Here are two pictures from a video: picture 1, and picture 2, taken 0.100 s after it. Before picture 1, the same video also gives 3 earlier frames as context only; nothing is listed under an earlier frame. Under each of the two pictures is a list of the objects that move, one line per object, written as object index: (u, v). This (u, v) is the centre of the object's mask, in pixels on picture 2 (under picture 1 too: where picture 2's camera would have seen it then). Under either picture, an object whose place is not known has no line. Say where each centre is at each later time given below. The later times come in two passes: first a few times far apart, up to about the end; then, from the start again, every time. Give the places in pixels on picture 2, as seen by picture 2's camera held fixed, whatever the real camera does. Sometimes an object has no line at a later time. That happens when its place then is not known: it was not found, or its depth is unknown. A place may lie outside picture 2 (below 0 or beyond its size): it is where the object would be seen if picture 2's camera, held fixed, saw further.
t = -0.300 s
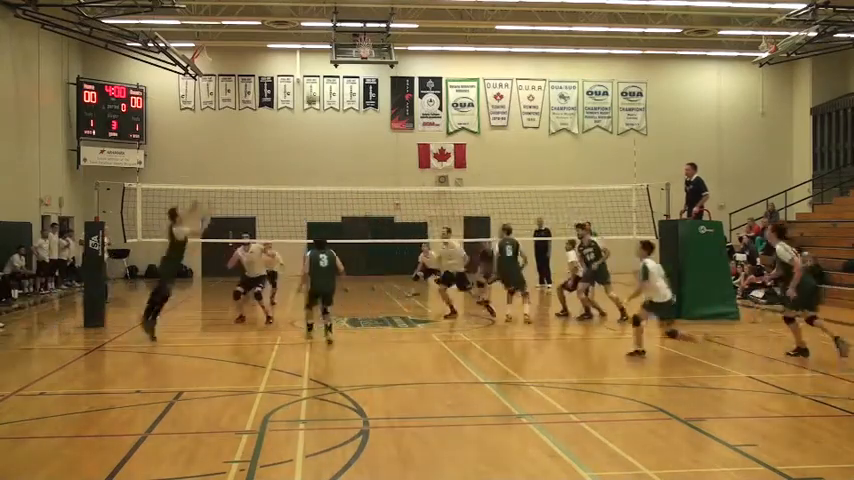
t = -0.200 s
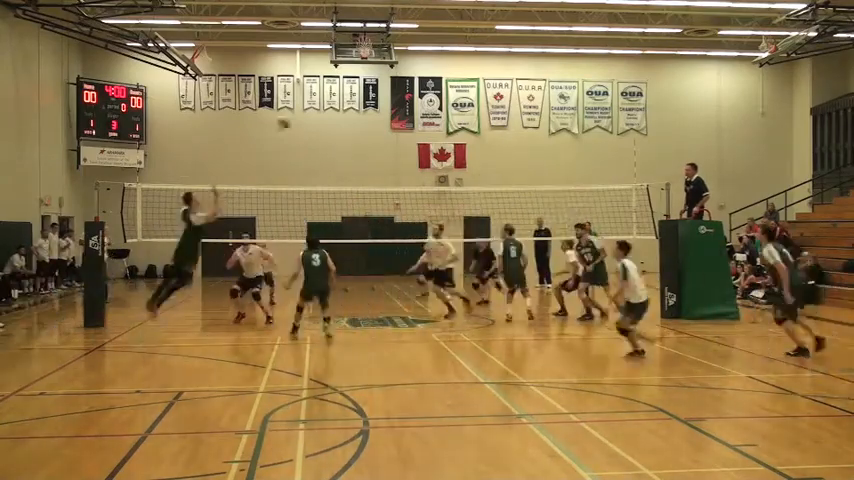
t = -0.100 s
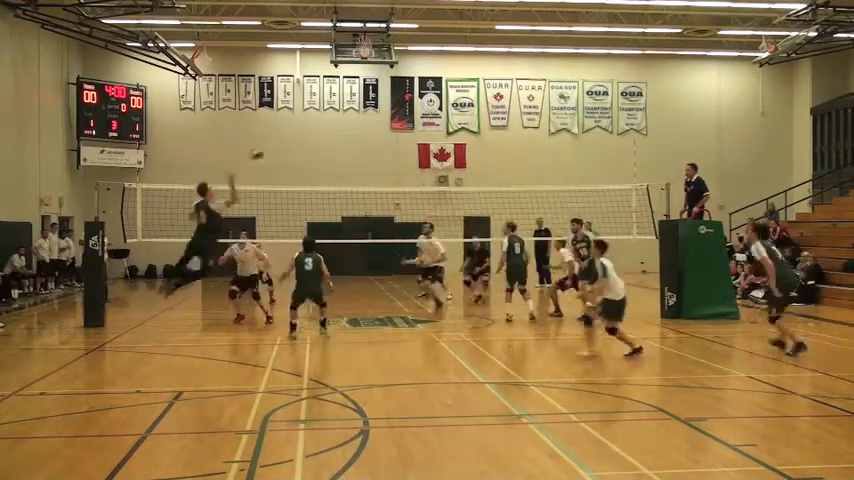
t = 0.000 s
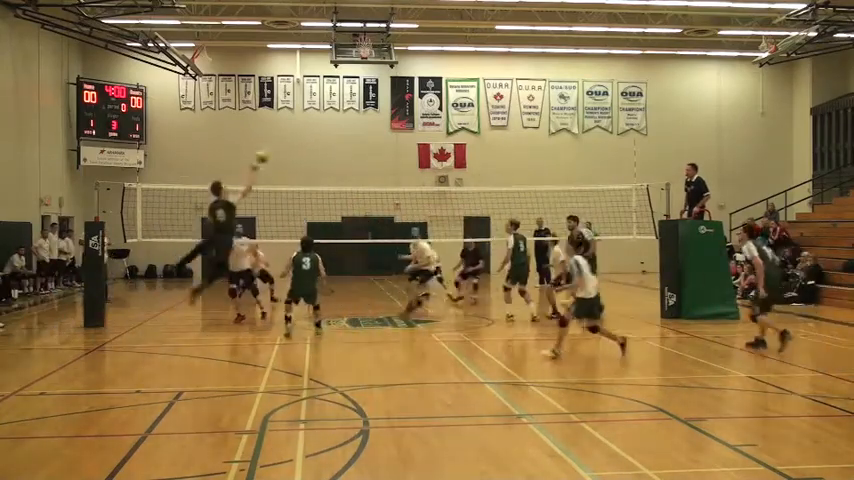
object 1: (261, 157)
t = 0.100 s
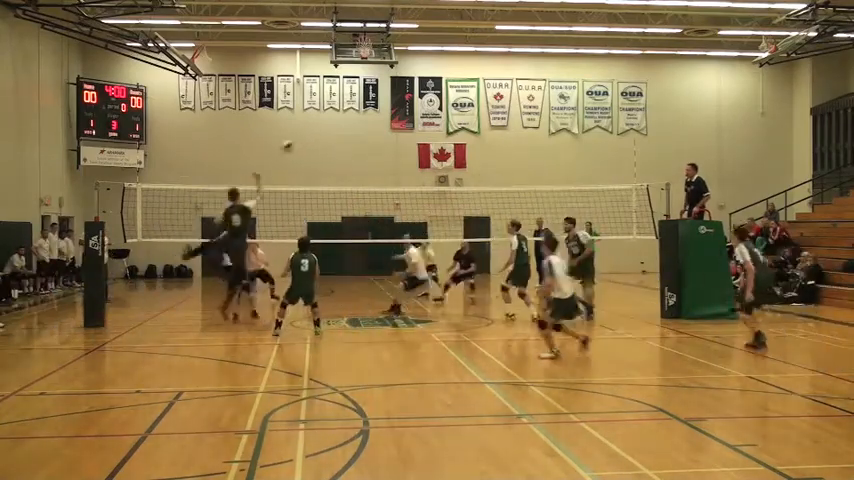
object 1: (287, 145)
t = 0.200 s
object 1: (307, 143)
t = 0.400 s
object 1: (340, 155)
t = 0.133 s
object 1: (293, 146)
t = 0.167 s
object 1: (300, 145)
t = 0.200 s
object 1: (307, 143)
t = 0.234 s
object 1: (314, 144)
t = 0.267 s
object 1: (319, 145)
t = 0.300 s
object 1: (324, 147)
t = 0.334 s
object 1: (330, 148)
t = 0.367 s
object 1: (335, 151)
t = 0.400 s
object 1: (340, 155)
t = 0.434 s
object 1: (343, 158)
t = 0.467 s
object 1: (348, 161)
